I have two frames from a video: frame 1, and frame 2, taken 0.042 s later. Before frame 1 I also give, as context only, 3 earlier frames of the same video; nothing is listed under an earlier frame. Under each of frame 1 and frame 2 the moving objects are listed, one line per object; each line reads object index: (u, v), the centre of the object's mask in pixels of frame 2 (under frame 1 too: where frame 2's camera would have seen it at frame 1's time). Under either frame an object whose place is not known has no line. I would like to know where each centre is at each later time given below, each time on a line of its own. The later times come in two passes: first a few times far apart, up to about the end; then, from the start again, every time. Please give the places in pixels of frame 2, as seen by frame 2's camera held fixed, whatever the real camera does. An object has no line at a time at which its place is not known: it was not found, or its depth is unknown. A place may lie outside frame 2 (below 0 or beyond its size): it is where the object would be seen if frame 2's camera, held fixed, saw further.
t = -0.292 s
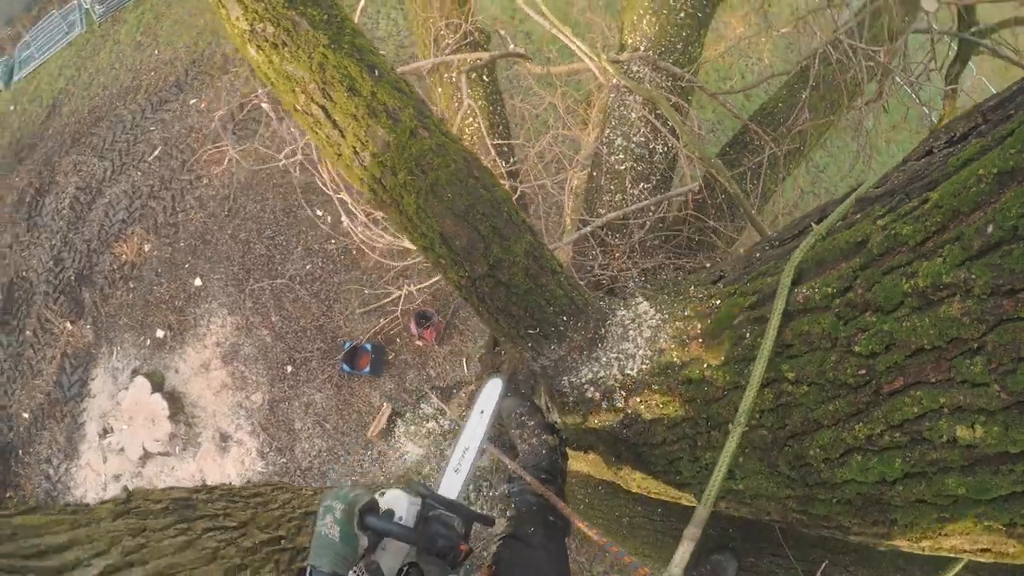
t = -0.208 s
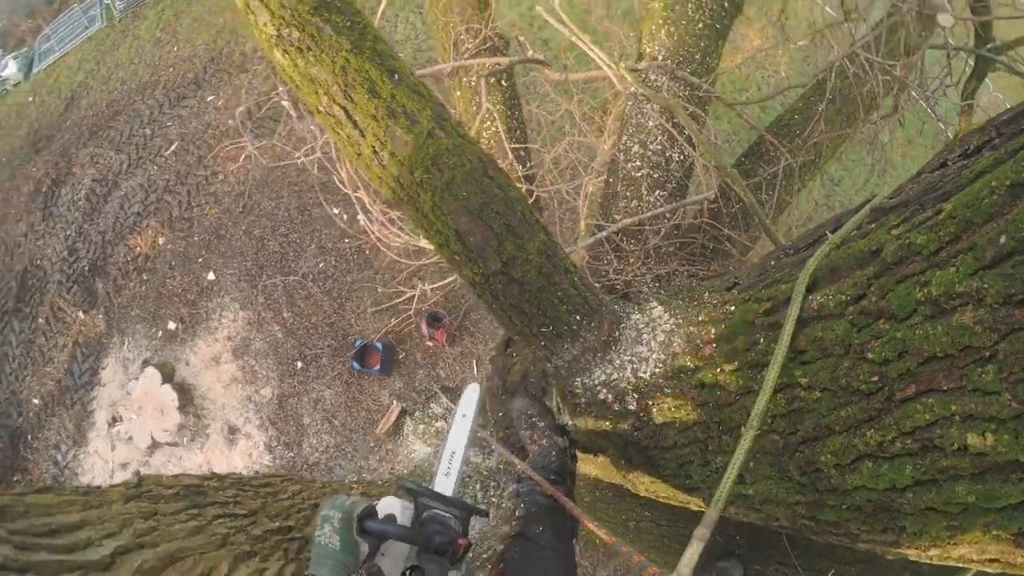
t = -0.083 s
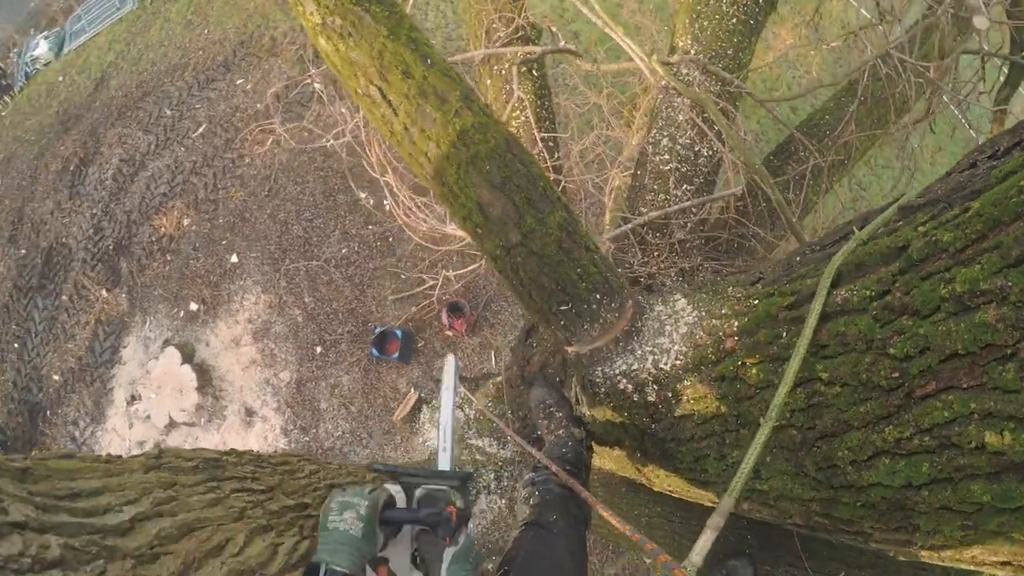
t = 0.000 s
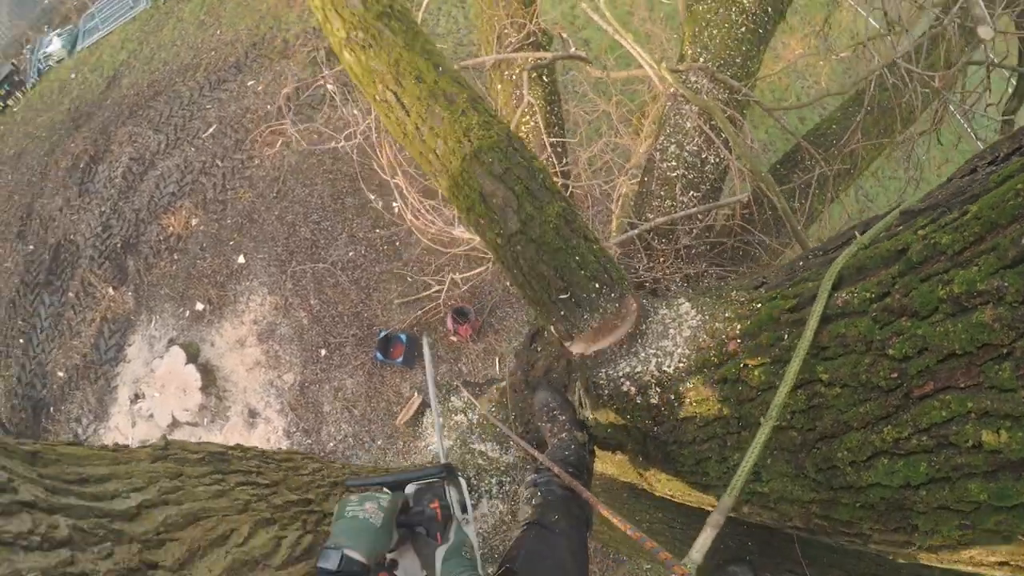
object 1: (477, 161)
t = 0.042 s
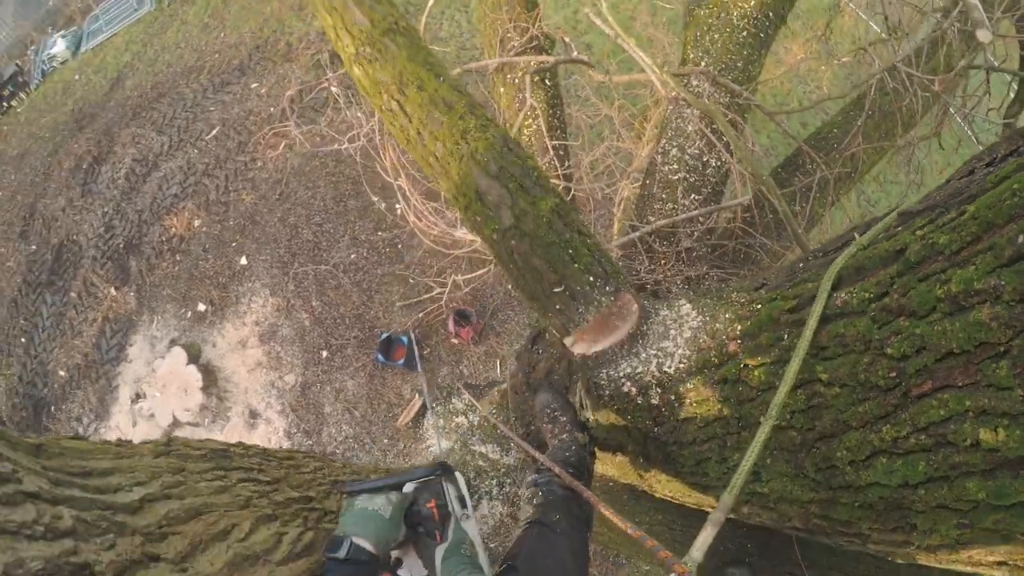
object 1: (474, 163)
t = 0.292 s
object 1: (467, 221)
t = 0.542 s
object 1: (456, 270)
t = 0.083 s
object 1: (468, 164)
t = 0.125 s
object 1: (465, 170)
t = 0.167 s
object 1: (468, 184)
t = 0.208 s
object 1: (469, 198)
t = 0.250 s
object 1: (470, 211)
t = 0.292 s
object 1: (467, 221)
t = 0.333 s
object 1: (465, 230)
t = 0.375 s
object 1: (464, 241)
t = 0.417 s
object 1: (463, 250)
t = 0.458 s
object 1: (463, 259)
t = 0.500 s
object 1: (460, 266)
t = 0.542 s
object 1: (456, 270)
